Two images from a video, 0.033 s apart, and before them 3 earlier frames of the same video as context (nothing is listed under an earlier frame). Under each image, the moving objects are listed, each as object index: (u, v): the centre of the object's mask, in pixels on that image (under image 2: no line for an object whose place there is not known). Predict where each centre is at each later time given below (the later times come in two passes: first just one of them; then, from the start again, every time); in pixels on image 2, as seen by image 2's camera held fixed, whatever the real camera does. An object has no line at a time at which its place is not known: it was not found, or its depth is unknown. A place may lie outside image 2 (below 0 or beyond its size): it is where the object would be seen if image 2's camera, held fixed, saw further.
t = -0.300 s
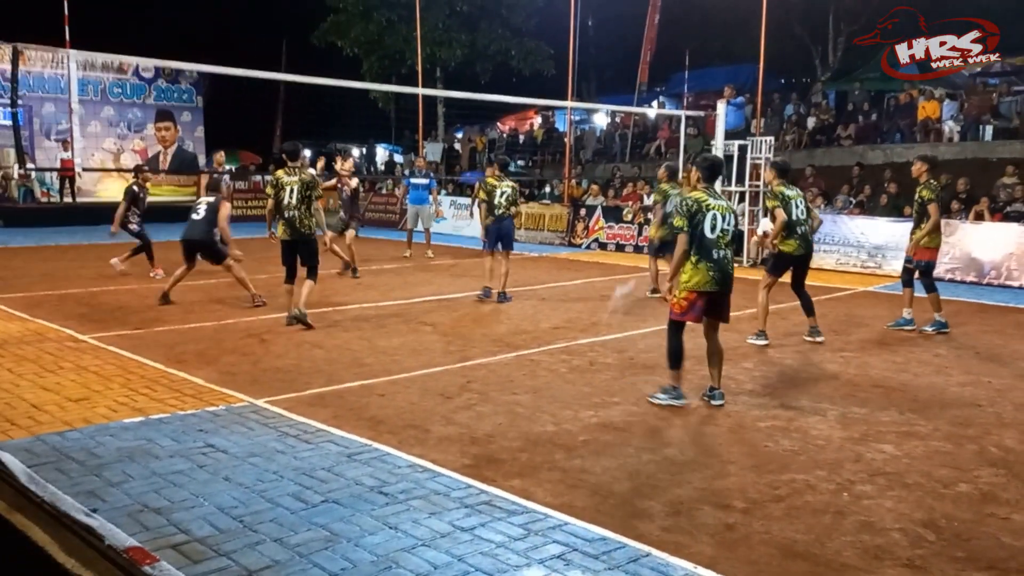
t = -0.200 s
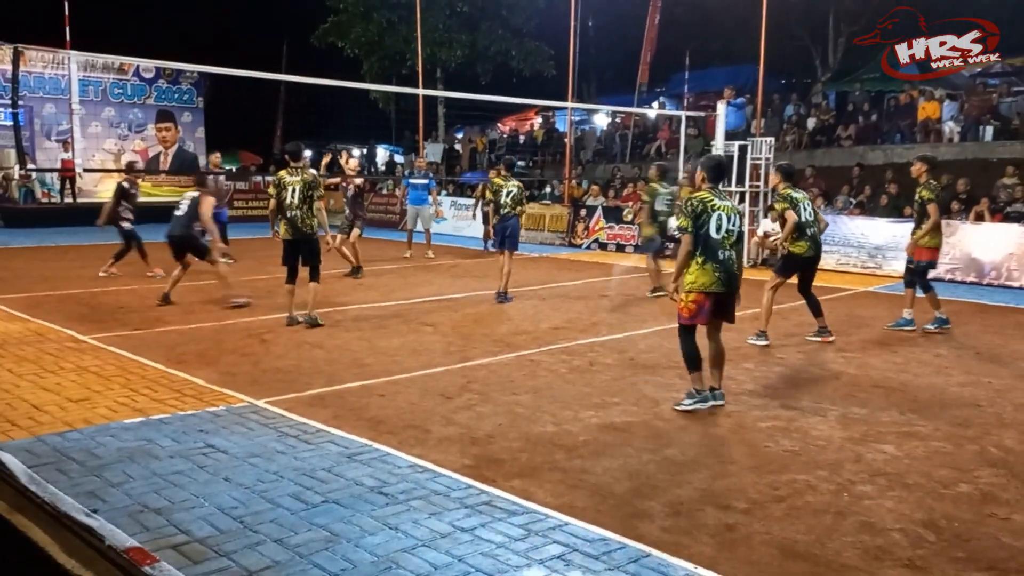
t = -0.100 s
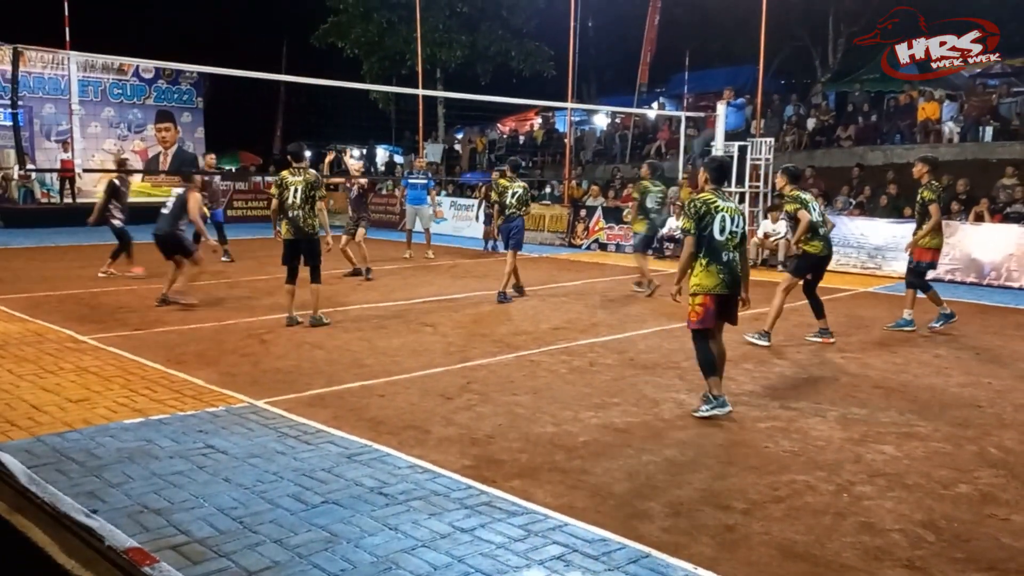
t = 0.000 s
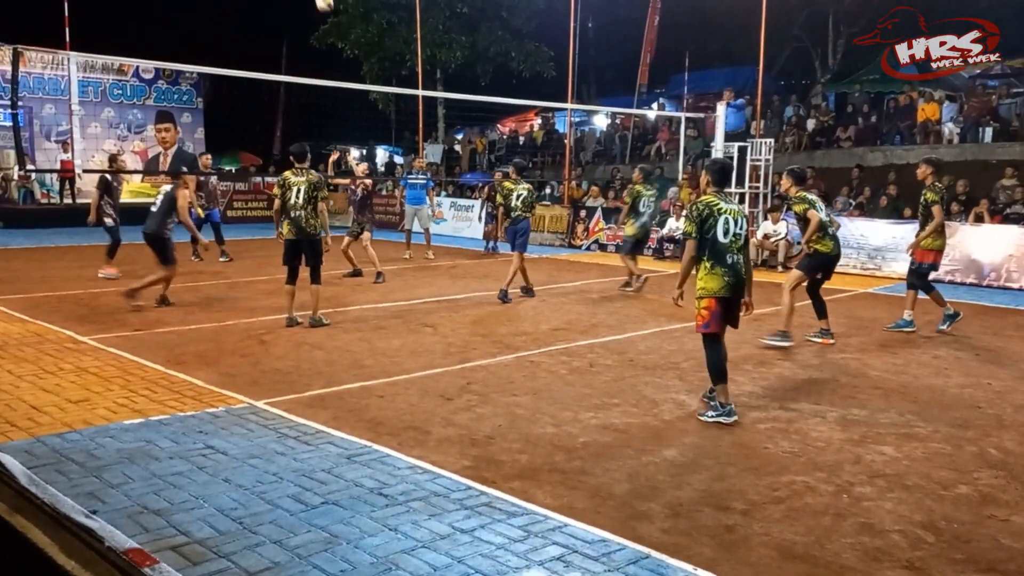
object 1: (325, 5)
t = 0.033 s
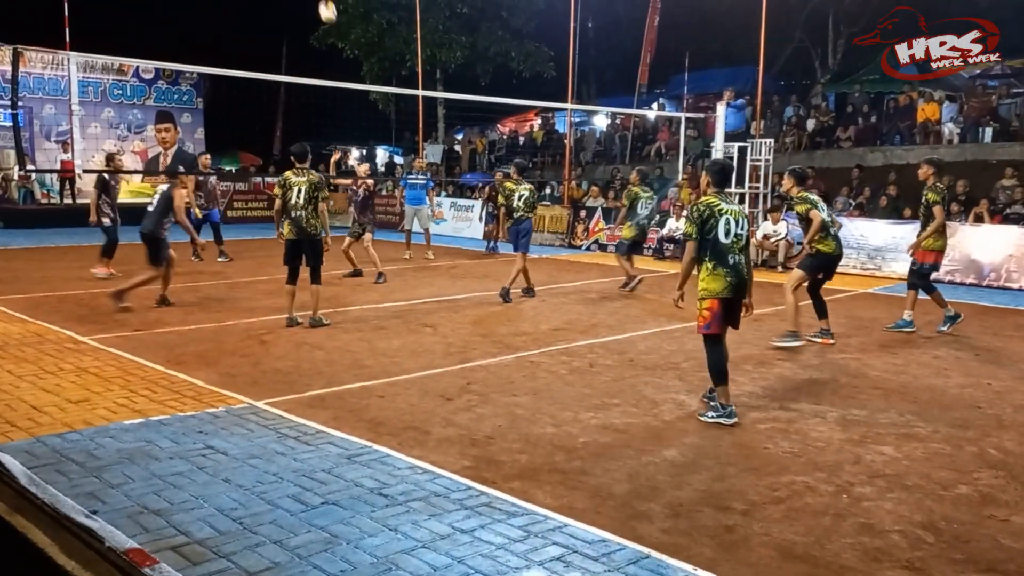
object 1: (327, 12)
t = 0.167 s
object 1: (341, 63)
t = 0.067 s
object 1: (331, 23)
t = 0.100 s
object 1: (334, 35)
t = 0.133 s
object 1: (338, 49)
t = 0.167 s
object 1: (341, 63)
